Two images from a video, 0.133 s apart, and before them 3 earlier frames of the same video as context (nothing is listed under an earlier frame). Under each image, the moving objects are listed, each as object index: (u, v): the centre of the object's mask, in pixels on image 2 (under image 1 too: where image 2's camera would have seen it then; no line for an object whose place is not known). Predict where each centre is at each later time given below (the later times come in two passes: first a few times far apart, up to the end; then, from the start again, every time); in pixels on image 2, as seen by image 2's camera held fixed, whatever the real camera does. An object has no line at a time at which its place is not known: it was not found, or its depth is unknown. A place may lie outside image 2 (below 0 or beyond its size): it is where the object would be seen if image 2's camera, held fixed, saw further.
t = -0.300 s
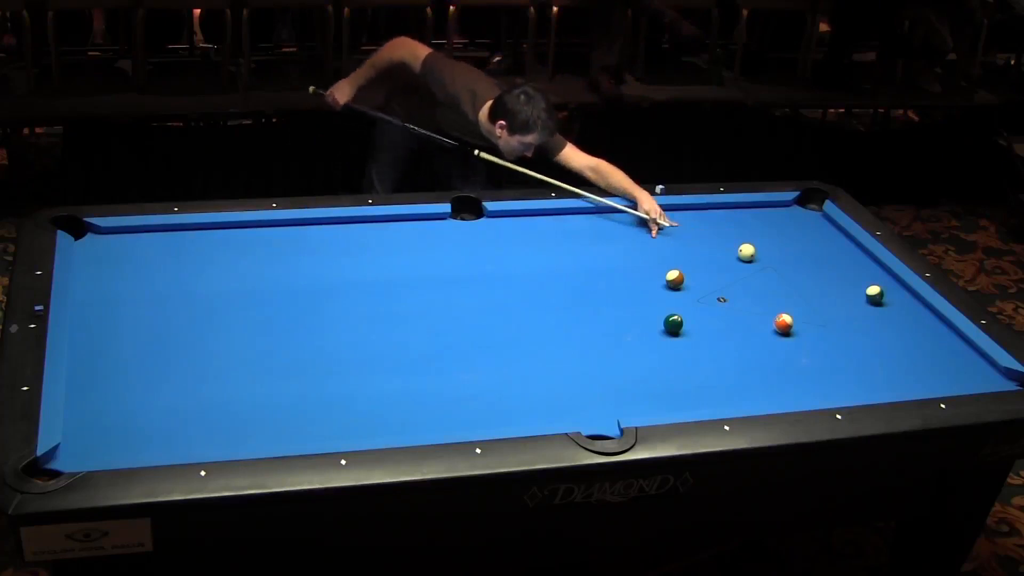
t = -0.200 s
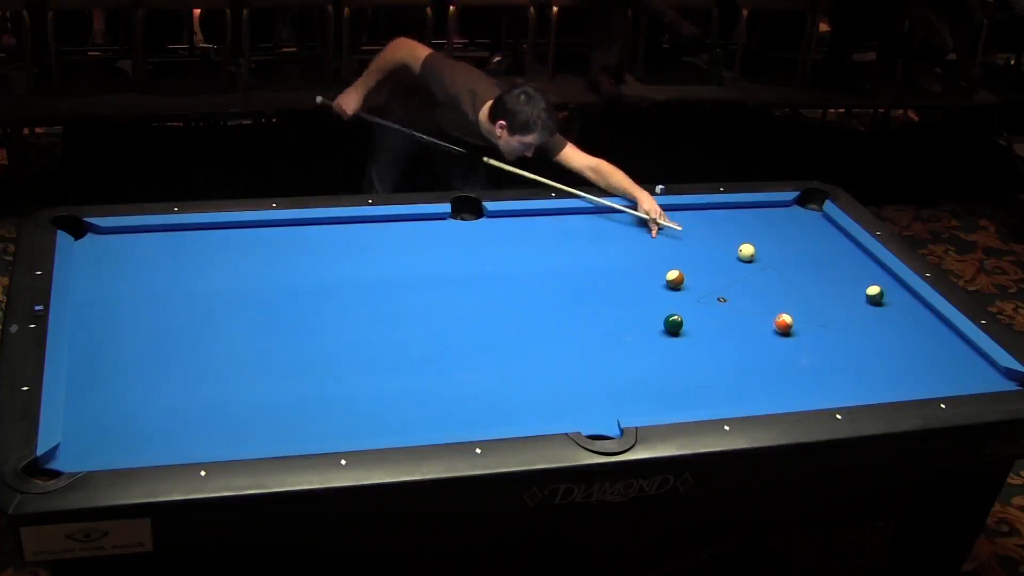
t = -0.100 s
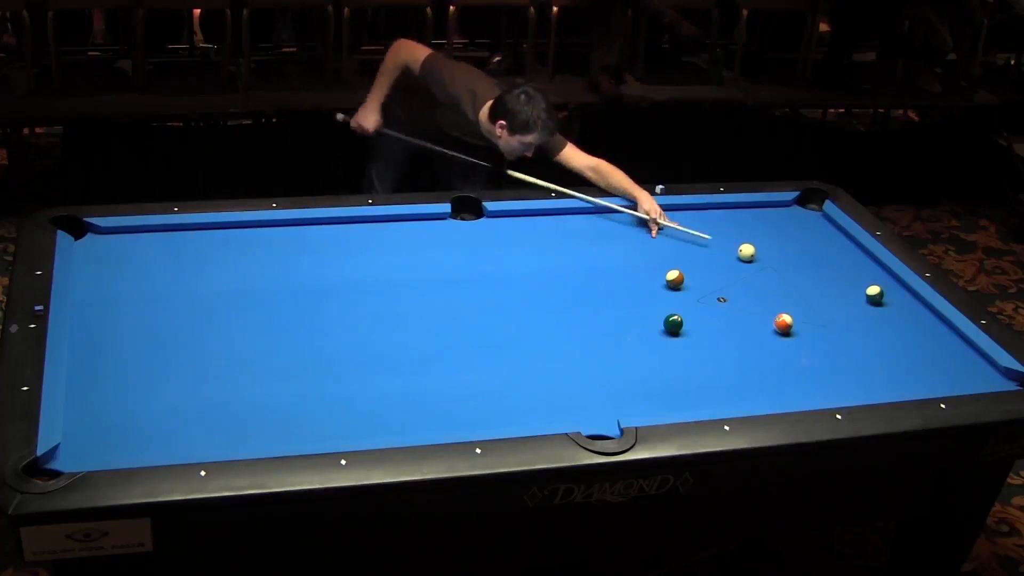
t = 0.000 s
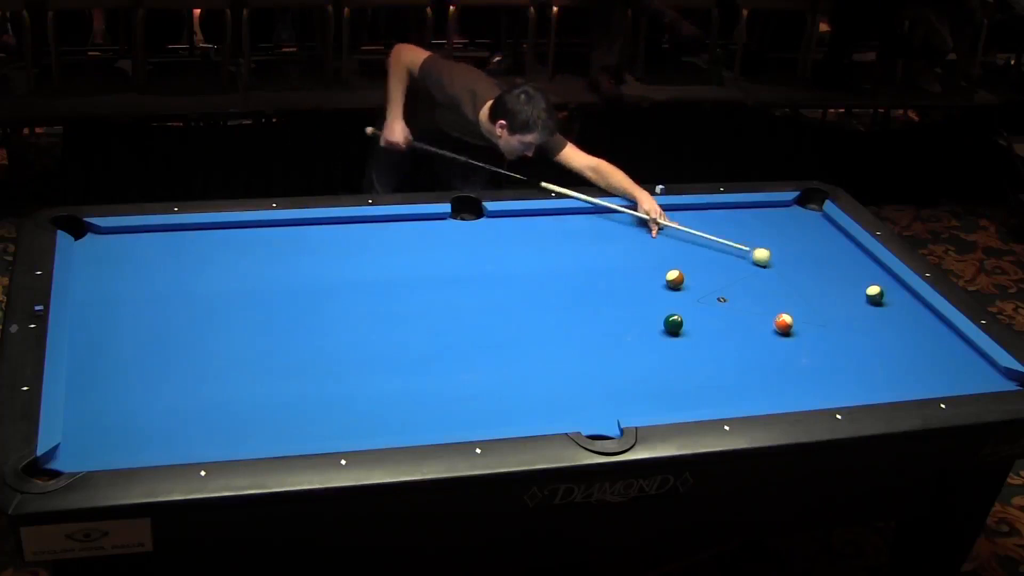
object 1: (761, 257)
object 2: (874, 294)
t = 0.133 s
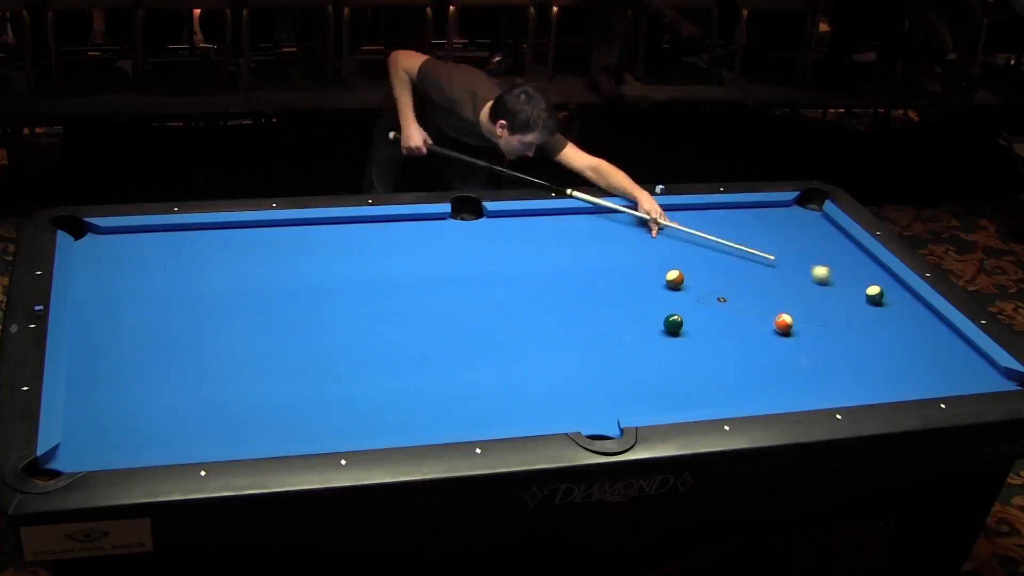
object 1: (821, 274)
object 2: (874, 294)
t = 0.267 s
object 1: (870, 285)
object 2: (883, 300)
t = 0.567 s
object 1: (872, 282)
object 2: (938, 338)
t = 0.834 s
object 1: (836, 279)
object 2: (984, 368)
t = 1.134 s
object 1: (797, 275)
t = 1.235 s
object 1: (784, 274)
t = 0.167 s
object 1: (835, 279)
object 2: (874, 294)
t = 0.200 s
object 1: (850, 283)
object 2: (874, 294)
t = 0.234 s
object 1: (862, 286)
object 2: (875, 295)
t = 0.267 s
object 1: (870, 285)
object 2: (883, 300)
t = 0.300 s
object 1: (877, 285)
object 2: (890, 305)
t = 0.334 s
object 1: (885, 285)
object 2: (897, 309)
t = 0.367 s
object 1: (893, 285)
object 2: (904, 314)
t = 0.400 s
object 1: (899, 285)
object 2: (911, 319)
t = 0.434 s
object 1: (893, 284)
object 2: (916, 323)
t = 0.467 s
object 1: (887, 284)
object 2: (922, 325)
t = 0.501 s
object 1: (882, 284)
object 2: (927, 329)
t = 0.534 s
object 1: (877, 283)
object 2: (932, 334)
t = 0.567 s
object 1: (872, 282)
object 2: (938, 338)
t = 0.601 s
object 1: (868, 282)
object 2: (944, 342)
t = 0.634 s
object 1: (864, 282)
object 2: (950, 347)
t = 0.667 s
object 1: (859, 281)
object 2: (956, 350)
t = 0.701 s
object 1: (854, 281)
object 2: (962, 353)
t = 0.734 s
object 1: (850, 281)
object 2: (968, 357)
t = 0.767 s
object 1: (845, 280)
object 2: (972, 360)
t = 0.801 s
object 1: (841, 280)
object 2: (979, 366)
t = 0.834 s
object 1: (836, 279)
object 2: (984, 368)
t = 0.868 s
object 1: (832, 279)
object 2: (991, 373)
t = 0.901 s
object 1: (827, 278)
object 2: (997, 375)
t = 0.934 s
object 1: (823, 278)
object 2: (1004, 378)
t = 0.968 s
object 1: (819, 277)
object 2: (1009, 379)
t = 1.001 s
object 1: (814, 277)
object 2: (1014, 380)
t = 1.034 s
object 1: (810, 277)
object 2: (1015, 380)
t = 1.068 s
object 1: (806, 276)
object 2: (1018, 384)
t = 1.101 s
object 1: (801, 276)
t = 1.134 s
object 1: (797, 275)
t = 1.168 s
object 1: (793, 275)
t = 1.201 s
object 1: (789, 274)
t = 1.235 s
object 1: (784, 274)
